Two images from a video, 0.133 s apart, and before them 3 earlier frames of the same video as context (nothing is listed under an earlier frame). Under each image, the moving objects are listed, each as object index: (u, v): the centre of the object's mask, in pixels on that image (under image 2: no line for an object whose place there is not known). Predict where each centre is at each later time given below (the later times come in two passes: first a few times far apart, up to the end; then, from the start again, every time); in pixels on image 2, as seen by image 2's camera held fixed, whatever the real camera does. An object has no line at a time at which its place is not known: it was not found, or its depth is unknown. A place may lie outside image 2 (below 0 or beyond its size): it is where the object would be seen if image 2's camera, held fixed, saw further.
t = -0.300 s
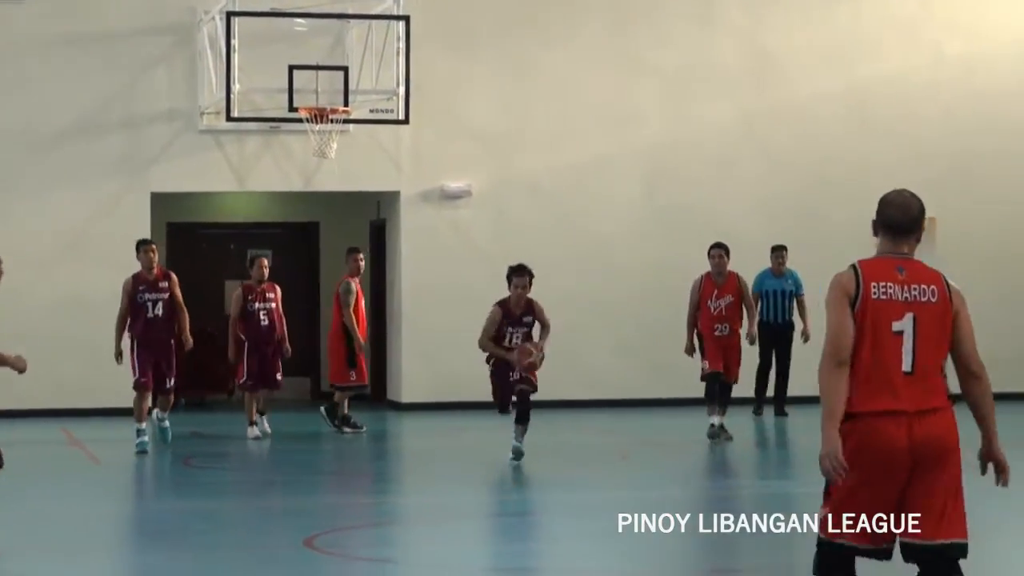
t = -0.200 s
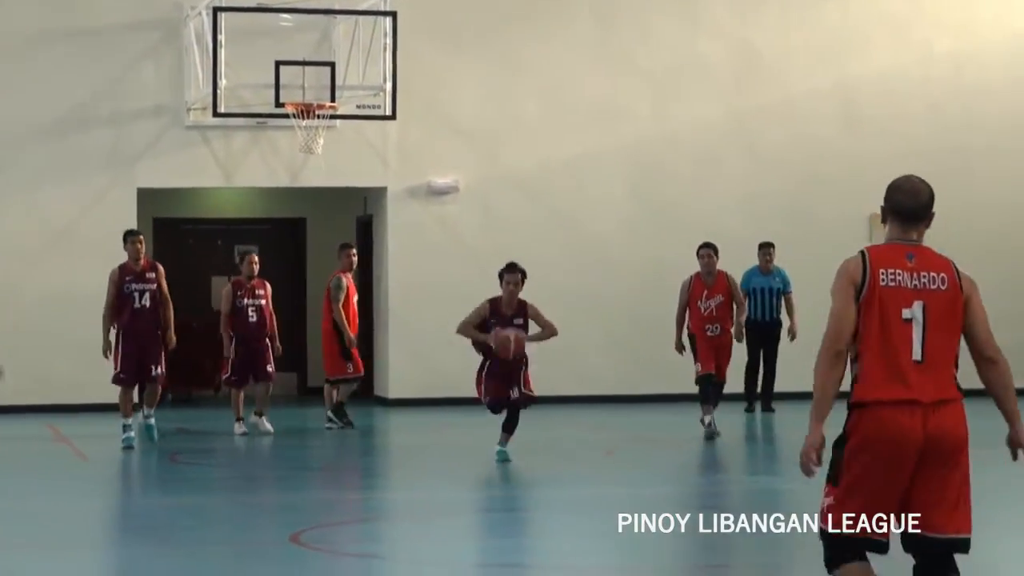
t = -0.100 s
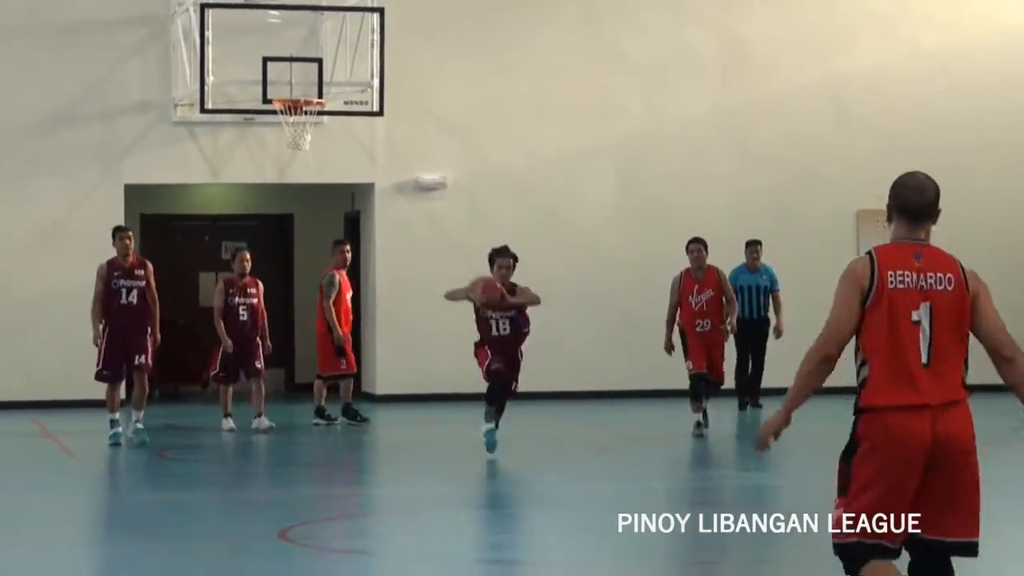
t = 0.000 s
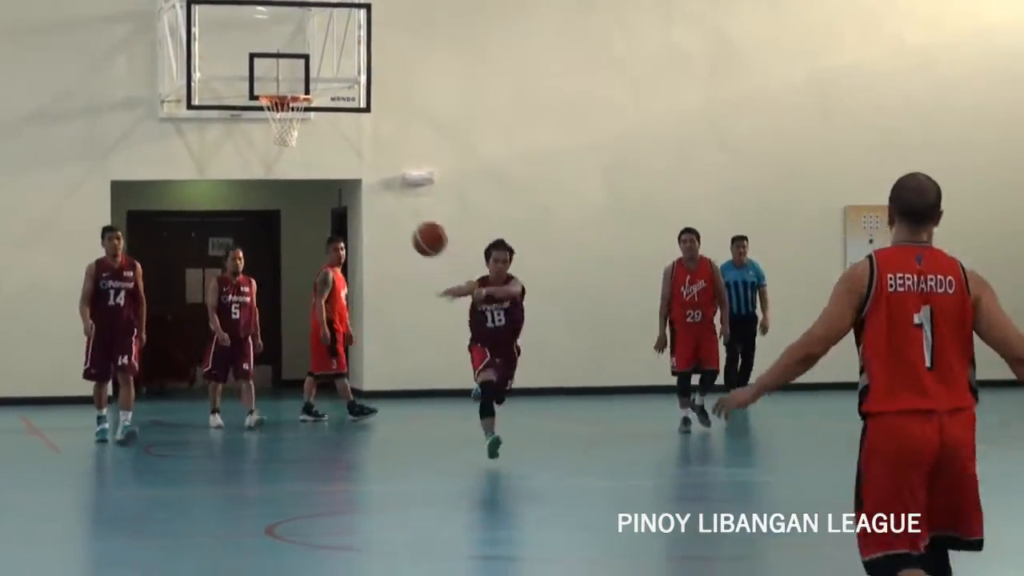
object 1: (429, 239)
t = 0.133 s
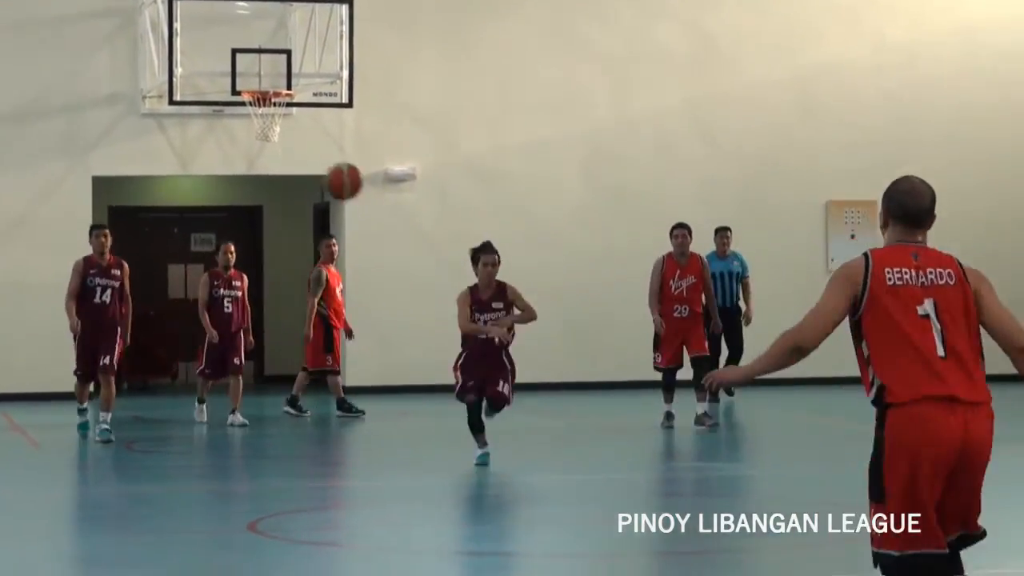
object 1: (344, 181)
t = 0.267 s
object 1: (259, 143)
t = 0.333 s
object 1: (211, 133)
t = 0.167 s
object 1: (324, 169)
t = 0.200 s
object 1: (303, 160)
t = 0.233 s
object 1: (282, 151)
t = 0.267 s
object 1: (259, 143)
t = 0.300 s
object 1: (236, 138)
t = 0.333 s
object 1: (211, 133)
